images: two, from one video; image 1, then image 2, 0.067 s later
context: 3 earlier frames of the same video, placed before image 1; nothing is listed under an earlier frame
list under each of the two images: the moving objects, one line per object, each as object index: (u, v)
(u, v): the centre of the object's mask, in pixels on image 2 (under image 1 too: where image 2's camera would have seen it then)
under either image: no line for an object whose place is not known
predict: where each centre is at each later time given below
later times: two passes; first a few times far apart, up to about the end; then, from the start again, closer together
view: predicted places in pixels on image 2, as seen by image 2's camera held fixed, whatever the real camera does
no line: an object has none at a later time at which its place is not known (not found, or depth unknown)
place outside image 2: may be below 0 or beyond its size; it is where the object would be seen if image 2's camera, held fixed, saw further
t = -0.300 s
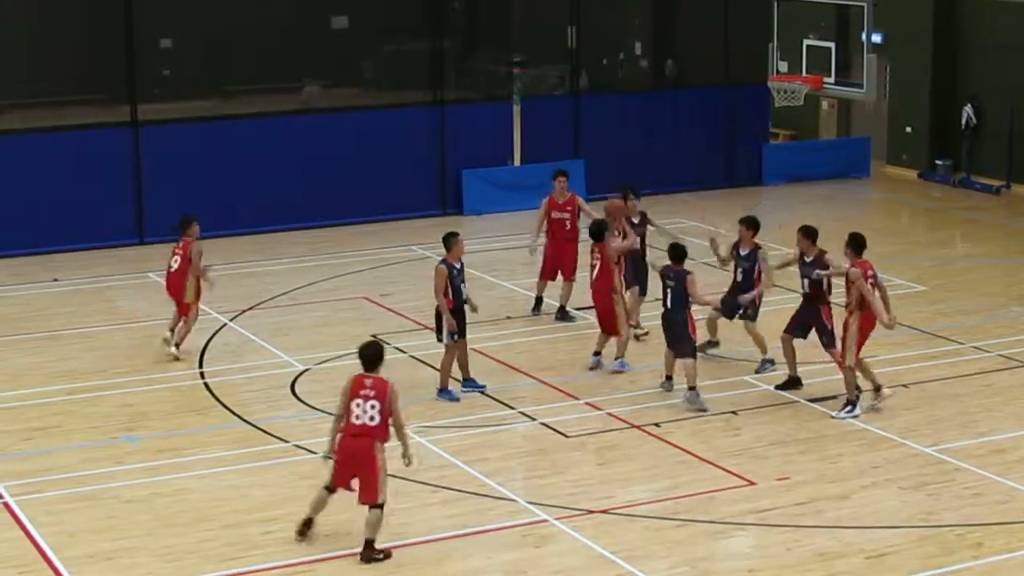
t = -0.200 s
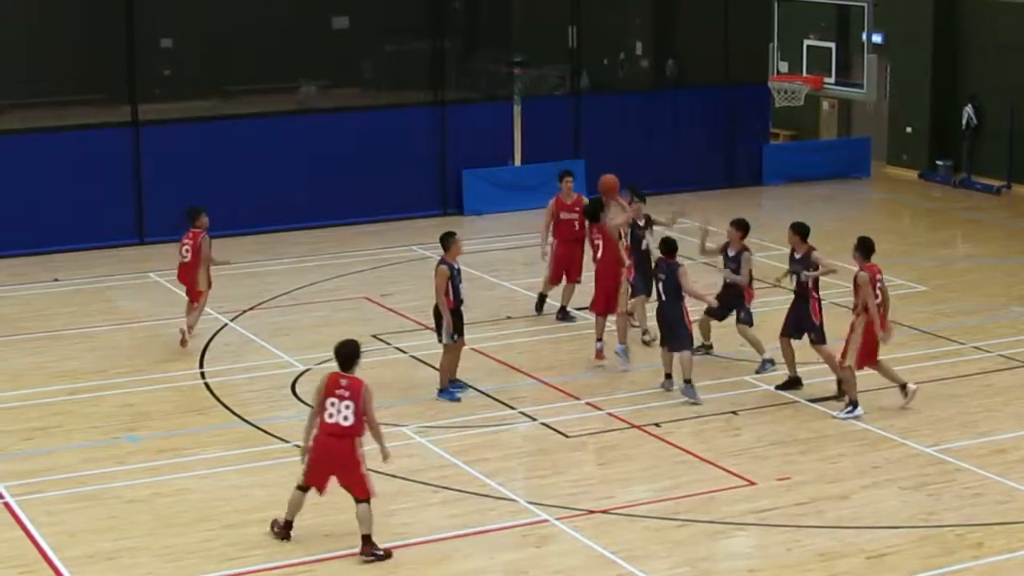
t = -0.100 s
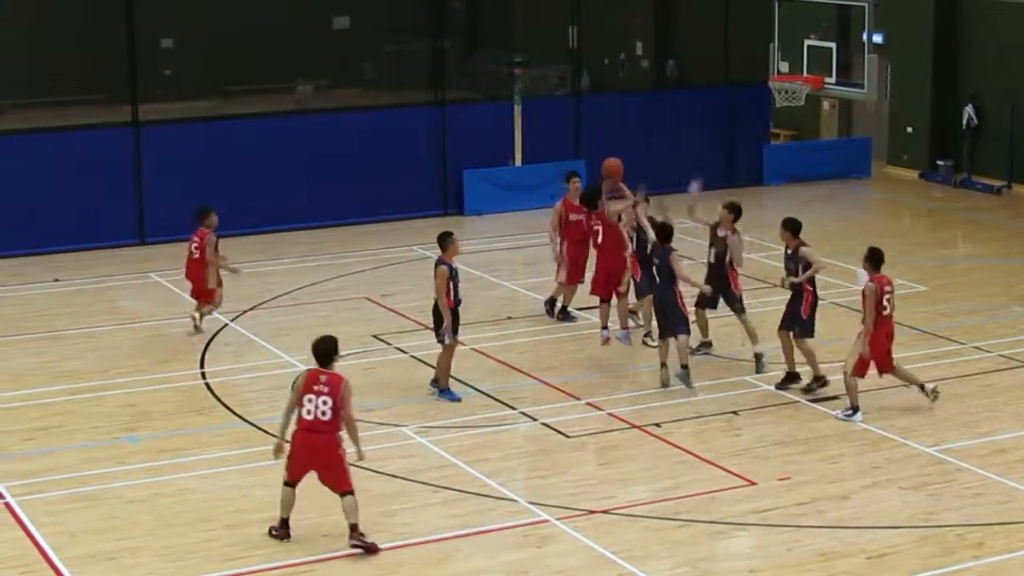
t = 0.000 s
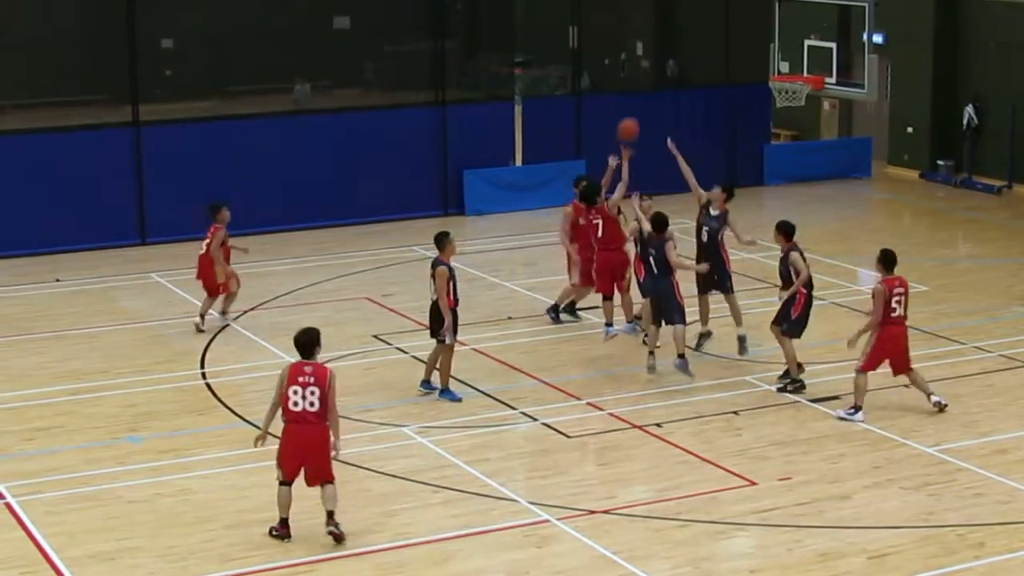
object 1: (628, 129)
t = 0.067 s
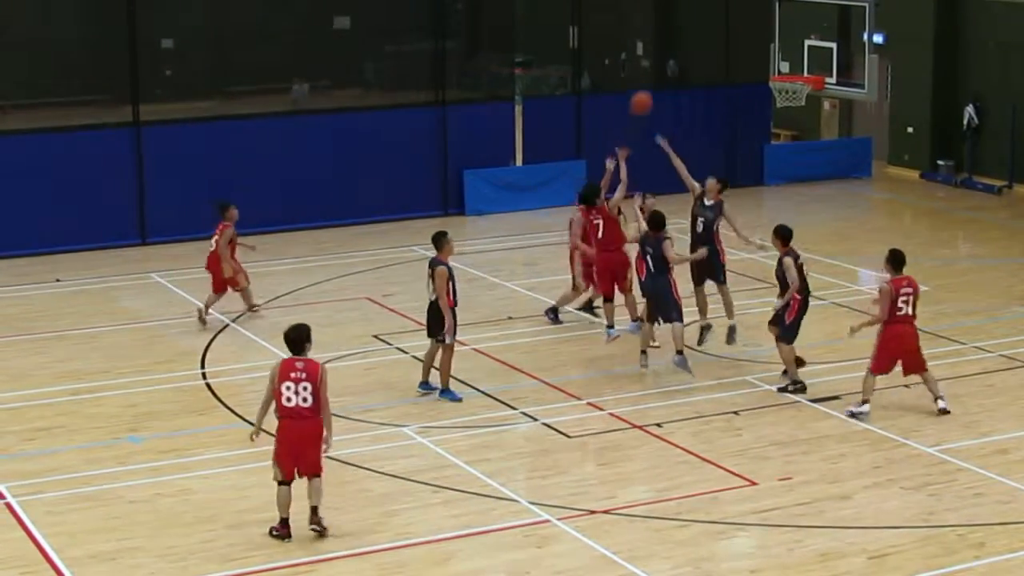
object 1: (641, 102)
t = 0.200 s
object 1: (668, 61)
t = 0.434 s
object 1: (713, 27)
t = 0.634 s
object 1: (750, 36)
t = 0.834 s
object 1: (784, 81)
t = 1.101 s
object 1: (822, 170)
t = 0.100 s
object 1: (648, 89)
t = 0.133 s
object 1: (654, 79)
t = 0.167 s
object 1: (662, 69)
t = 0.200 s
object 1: (668, 61)
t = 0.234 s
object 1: (675, 53)
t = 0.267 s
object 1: (682, 46)
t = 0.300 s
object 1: (688, 40)
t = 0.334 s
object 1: (695, 36)
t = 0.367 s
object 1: (701, 32)
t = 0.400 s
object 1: (707, 29)
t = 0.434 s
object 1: (713, 27)
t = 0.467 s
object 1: (720, 26)
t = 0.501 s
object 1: (726, 26)
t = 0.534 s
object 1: (732, 27)
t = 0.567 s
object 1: (738, 29)
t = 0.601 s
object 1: (744, 33)
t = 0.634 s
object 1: (750, 36)
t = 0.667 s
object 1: (755, 40)
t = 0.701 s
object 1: (761, 44)
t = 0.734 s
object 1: (767, 53)
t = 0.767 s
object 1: (774, 60)
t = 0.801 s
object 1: (779, 69)
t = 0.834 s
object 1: (784, 81)
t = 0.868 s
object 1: (787, 86)
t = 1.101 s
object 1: (822, 170)
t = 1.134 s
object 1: (825, 185)
